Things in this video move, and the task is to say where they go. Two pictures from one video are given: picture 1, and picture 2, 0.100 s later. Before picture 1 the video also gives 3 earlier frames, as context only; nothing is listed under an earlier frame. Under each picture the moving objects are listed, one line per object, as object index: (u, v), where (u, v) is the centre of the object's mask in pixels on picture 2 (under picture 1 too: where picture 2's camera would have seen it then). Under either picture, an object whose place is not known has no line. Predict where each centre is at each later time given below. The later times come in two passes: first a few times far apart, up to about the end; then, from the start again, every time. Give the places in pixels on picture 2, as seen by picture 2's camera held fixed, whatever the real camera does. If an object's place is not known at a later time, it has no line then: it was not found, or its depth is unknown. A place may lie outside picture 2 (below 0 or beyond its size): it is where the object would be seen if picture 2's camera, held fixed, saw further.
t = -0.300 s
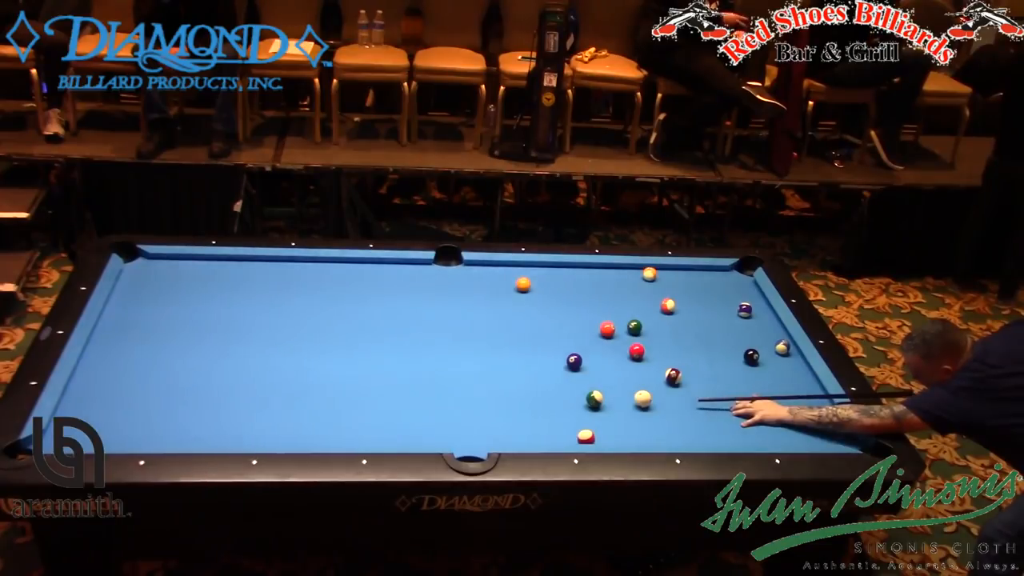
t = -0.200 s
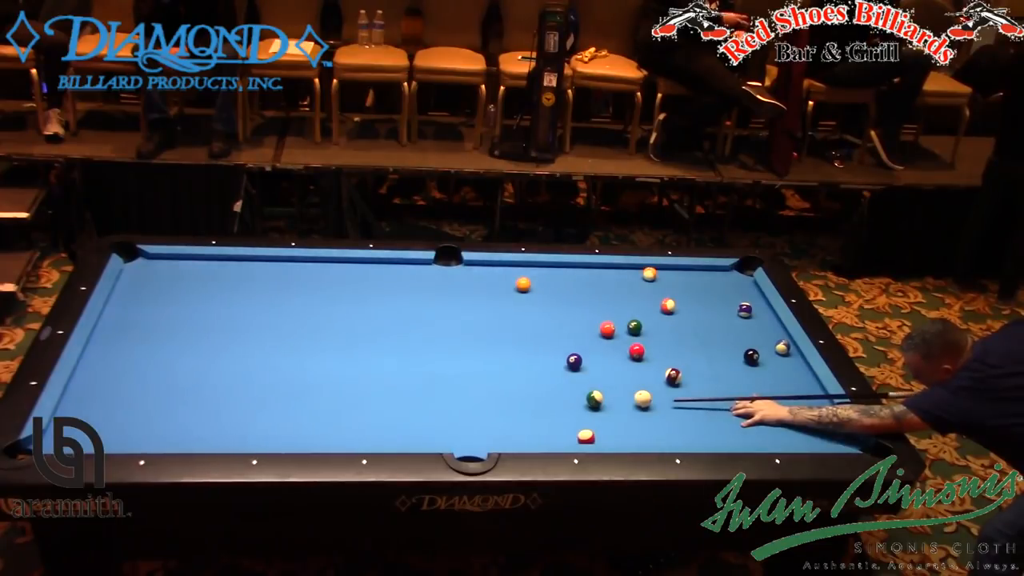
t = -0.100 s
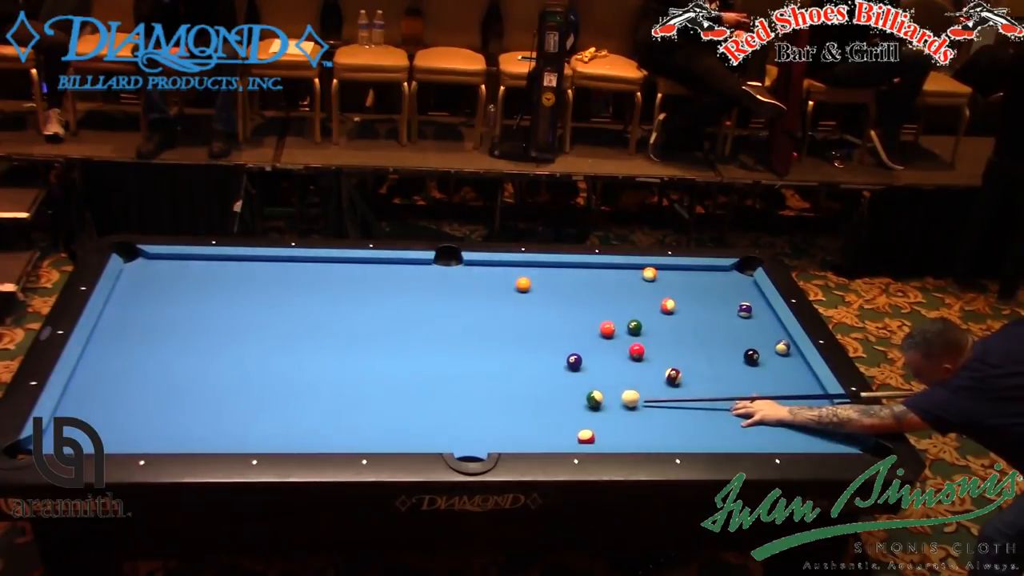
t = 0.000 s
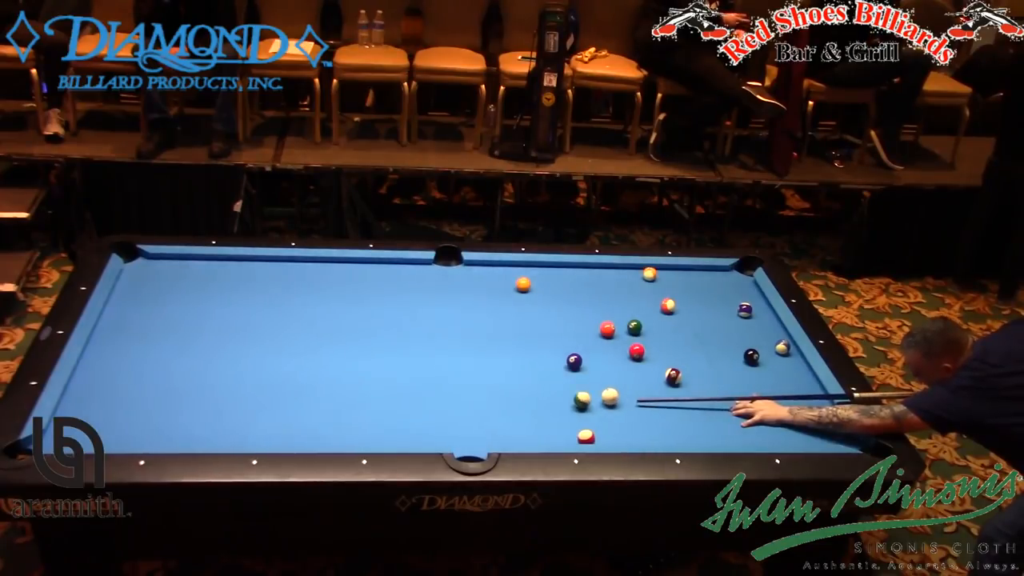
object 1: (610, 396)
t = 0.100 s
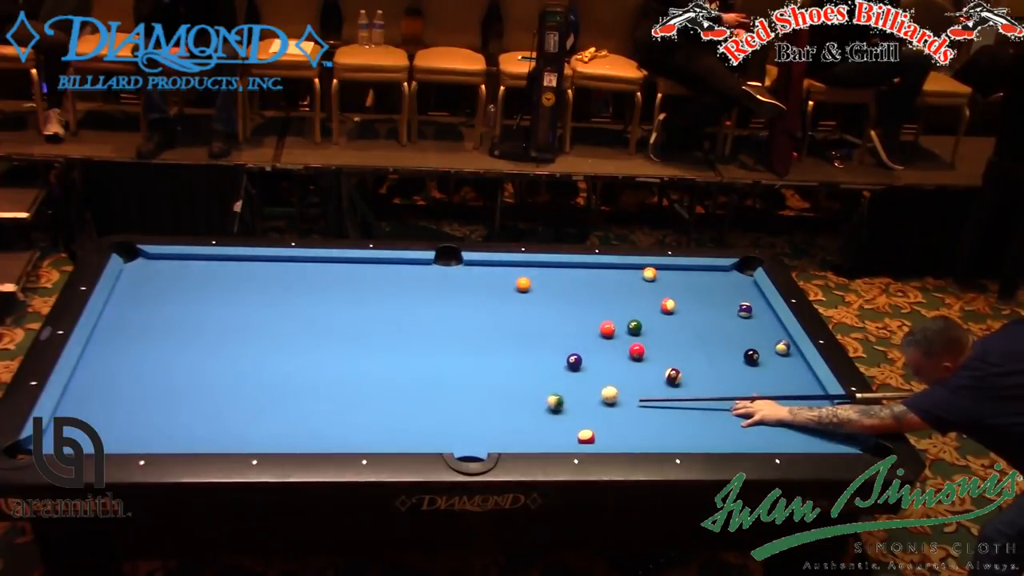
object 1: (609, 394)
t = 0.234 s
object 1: (609, 392)
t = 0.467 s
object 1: (608, 388)
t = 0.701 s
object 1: (607, 384)
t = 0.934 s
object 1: (607, 382)
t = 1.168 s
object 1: (607, 380)
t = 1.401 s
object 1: (607, 379)
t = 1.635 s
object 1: (607, 378)
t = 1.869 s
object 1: (607, 379)
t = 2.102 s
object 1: (608, 379)
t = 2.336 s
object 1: (608, 379)
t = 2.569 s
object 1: (608, 379)
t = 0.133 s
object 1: (609, 394)
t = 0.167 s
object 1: (609, 393)
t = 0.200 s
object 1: (609, 392)
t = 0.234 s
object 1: (609, 392)
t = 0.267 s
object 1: (609, 391)
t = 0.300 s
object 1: (609, 390)
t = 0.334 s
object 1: (609, 390)
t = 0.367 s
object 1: (608, 389)
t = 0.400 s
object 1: (608, 389)
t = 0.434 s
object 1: (608, 388)
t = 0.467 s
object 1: (608, 388)
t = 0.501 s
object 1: (608, 387)
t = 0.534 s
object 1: (608, 387)
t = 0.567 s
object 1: (608, 386)
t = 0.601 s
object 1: (608, 386)
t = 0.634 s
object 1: (608, 385)
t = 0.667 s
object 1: (608, 385)
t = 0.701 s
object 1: (607, 384)
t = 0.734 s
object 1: (607, 384)
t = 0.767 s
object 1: (607, 384)
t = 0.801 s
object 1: (607, 383)
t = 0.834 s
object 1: (607, 383)
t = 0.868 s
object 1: (607, 383)
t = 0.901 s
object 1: (607, 382)
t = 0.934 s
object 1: (607, 382)
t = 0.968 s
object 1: (607, 382)
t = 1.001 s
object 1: (607, 381)
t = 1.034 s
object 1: (607, 381)
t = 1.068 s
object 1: (607, 381)
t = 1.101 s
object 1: (607, 380)
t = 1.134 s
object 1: (607, 380)
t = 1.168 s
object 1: (607, 380)
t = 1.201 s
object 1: (607, 380)
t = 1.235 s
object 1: (607, 380)
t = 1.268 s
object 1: (607, 380)
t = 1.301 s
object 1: (607, 379)
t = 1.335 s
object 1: (607, 379)
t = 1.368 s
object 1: (607, 379)
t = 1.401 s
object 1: (607, 379)
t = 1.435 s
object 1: (607, 379)
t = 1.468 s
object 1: (607, 379)
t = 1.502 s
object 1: (607, 378)
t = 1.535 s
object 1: (607, 378)
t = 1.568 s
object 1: (607, 378)
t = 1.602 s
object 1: (607, 378)
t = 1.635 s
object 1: (607, 378)
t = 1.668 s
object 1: (607, 378)
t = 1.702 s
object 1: (607, 378)
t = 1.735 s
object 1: (607, 378)
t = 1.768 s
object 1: (607, 378)
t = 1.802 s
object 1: (607, 378)
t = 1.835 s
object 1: (607, 378)
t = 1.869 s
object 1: (607, 379)
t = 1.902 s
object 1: (608, 379)
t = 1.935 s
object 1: (608, 379)
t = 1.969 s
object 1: (608, 379)
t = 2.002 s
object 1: (608, 379)
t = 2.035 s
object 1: (608, 379)
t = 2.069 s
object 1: (608, 379)
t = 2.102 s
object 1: (608, 379)
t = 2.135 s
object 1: (608, 379)
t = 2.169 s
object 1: (608, 379)
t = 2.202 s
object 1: (608, 379)
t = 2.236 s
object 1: (608, 379)
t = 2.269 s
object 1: (608, 379)
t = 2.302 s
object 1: (608, 379)
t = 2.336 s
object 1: (608, 379)
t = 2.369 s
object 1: (608, 379)
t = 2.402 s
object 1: (608, 379)
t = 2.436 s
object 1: (608, 379)
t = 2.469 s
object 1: (608, 379)
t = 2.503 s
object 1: (608, 379)
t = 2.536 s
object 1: (608, 379)
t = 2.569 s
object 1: (608, 379)
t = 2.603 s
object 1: (608, 379)
